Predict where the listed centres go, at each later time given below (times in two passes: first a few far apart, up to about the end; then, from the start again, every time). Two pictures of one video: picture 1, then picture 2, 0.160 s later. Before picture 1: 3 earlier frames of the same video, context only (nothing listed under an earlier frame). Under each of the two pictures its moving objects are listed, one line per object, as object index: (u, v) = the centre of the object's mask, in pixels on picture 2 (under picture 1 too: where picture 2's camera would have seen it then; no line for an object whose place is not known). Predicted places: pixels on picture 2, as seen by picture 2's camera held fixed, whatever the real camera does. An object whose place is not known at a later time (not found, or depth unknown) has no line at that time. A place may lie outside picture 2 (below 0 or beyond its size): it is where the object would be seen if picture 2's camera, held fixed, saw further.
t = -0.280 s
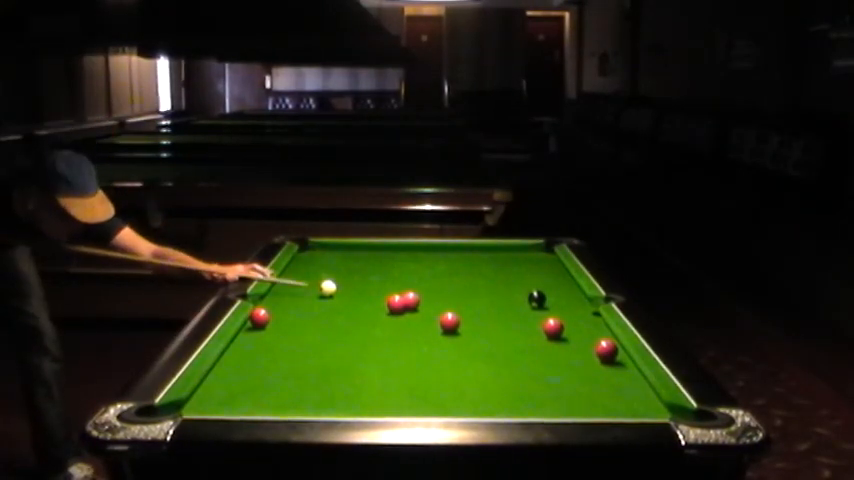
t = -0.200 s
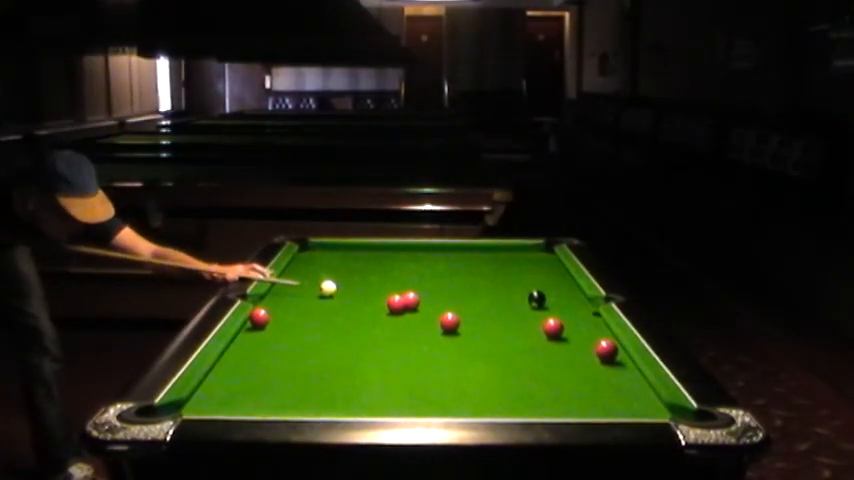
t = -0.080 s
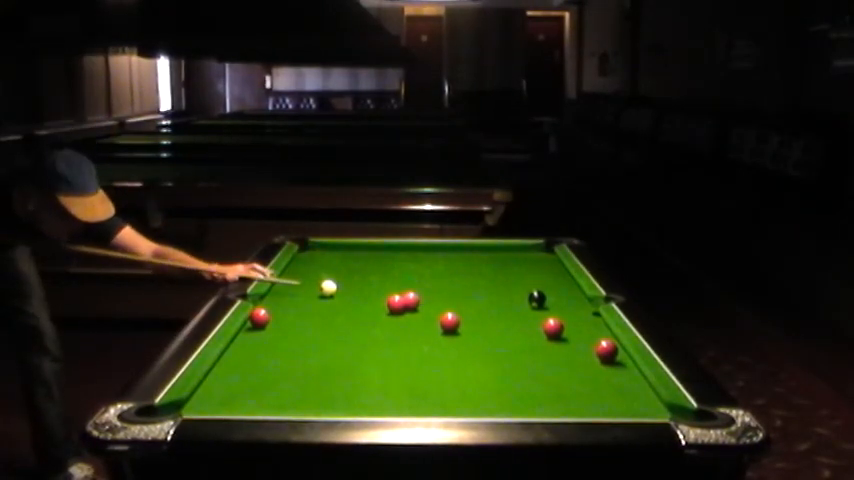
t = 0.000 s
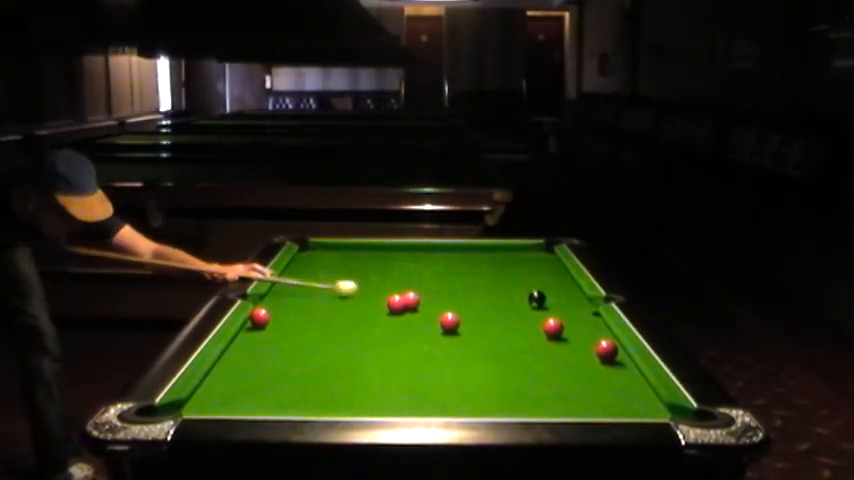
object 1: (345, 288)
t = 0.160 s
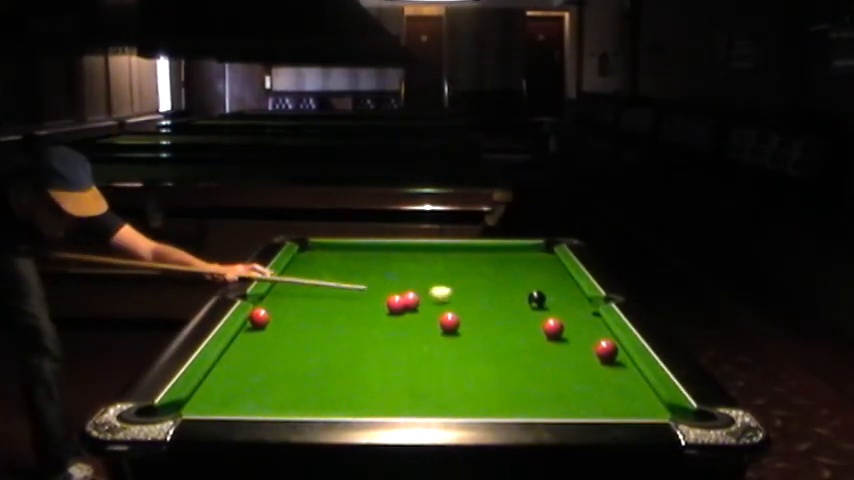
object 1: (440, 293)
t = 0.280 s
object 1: (512, 297)
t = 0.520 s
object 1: (537, 297)
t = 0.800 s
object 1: (568, 297)
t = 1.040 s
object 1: (572, 297)
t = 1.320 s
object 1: (556, 298)
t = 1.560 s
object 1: (544, 298)
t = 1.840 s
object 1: (533, 299)
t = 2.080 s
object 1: (524, 300)
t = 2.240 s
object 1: (520, 300)
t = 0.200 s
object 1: (463, 294)
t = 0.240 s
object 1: (487, 295)
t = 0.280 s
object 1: (512, 297)
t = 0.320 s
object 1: (518, 297)
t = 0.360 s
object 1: (520, 297)
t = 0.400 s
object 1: (524, 297)
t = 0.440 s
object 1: (528, 297)
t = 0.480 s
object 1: (533, 296)
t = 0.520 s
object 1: (537, 297)
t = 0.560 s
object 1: (542, 296)
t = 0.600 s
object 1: (547, 297)
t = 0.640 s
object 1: (551, 296)
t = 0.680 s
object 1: (555, 296)
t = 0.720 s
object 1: (560, 296)
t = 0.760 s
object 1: (564, 296)
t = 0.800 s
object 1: (568, 297)
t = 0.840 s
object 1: (572, 297)
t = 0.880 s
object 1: (576, 297)
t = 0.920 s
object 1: (579, 297)
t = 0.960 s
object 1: (576, 297)
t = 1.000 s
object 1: (574, 297)
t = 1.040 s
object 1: (572, 297)
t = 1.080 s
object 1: (569, 297)
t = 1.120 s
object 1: (567, 297)
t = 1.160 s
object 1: (564, 297)
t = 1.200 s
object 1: (562, 297)
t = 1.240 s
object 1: (560, 297)
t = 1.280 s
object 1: (558, 298)
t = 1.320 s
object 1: (556, 298)
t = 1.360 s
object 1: (554, 298)
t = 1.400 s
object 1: (552, 298)
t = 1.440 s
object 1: (550, 298)
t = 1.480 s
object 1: (548, 298)
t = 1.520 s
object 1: (546, 298)
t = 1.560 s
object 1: (544, 298)
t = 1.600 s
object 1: (542, 298)
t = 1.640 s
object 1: (540, 298)
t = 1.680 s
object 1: (539, 299)
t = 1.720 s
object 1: (537, 299)
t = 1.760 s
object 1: (535, 299)
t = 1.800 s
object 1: (534, 299)
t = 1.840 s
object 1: (533, 299)
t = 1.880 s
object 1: (531, 299)
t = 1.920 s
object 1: (529, 299)
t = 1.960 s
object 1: (528, 299)
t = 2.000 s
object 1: (527, 299)
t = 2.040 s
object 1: (526, 300)
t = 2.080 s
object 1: (524, 300)
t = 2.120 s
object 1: (523, 300)
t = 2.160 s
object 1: (522, 300)
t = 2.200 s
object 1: (521, 300)
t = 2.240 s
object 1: (520, 300)
